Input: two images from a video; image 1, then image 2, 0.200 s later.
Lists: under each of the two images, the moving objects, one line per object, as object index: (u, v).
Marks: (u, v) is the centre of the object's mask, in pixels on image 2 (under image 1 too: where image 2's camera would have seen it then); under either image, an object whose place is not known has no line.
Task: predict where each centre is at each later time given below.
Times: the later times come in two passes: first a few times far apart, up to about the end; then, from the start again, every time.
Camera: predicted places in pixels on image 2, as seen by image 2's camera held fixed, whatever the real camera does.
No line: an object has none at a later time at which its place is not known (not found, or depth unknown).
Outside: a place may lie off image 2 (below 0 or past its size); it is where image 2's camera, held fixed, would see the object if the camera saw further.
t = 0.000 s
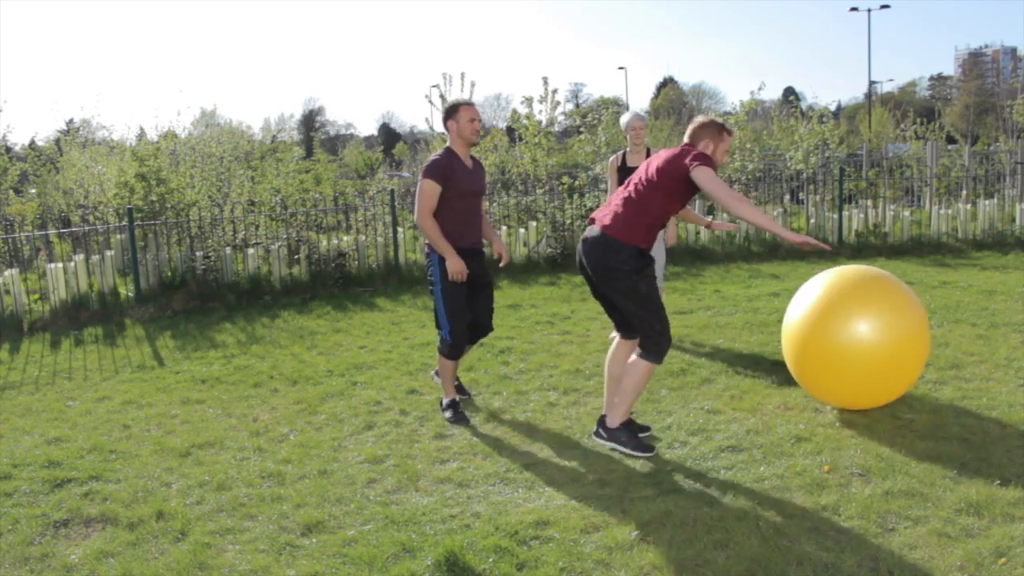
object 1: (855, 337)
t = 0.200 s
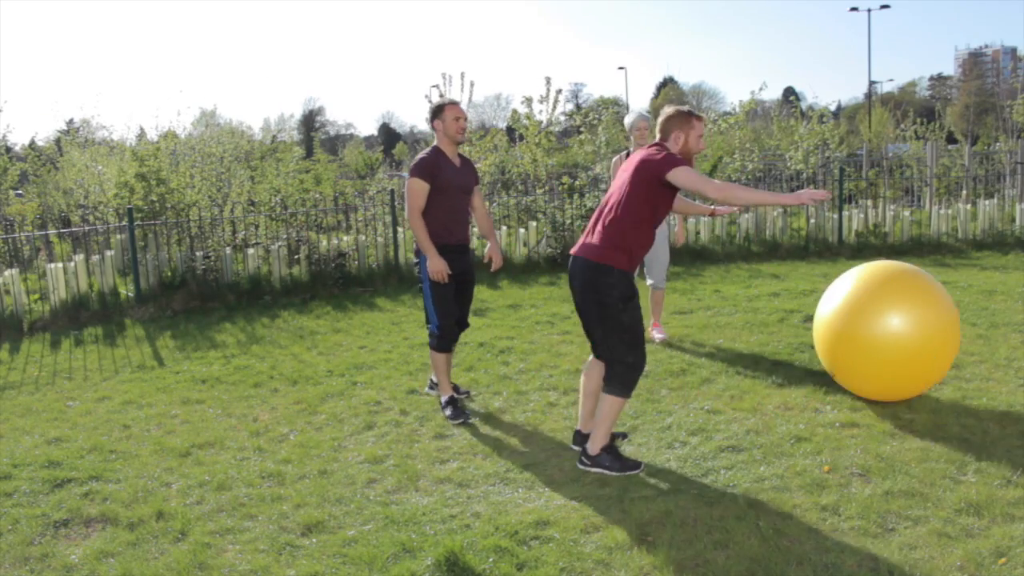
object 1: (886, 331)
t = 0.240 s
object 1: (892, 328)
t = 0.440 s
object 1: (921, 334)
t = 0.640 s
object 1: (949, 331)
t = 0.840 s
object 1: (968, 326)
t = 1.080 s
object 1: (984, 324)
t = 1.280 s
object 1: (996, 322)
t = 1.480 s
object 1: (1006, 320)
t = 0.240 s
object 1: (892, 328)
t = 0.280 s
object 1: (898, 329)
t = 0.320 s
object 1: (903, 331)
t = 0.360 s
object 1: (909, 334)
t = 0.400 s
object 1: (915, 336)
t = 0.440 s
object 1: (921, 334)
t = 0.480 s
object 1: (927, 330)
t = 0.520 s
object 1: (932, 328)
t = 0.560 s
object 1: (938, 328)
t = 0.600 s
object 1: (944, 329)
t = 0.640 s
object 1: (949, 331)
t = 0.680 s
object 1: (954, 331)
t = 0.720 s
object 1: (958, 329)
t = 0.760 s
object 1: (962, 327)
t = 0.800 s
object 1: (965, 326)
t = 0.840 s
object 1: (968, 326)
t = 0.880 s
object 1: (971, 326)
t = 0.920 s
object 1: (974, 326)
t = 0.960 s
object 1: (977, 326)
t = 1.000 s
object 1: (980, 325)
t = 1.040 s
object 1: (982, 324)
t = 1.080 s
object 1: (984, 324)
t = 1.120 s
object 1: (987, 324)
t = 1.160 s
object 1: (989, 324)
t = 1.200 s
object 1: (992, 323)
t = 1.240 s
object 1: (994, 322)
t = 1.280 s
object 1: (996, 322)
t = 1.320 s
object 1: (998, 322)
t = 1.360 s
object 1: (1000, 322)
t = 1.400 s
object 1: (1002, 321)
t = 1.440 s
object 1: (1004, 320)
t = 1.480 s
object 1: (1006, 320)
